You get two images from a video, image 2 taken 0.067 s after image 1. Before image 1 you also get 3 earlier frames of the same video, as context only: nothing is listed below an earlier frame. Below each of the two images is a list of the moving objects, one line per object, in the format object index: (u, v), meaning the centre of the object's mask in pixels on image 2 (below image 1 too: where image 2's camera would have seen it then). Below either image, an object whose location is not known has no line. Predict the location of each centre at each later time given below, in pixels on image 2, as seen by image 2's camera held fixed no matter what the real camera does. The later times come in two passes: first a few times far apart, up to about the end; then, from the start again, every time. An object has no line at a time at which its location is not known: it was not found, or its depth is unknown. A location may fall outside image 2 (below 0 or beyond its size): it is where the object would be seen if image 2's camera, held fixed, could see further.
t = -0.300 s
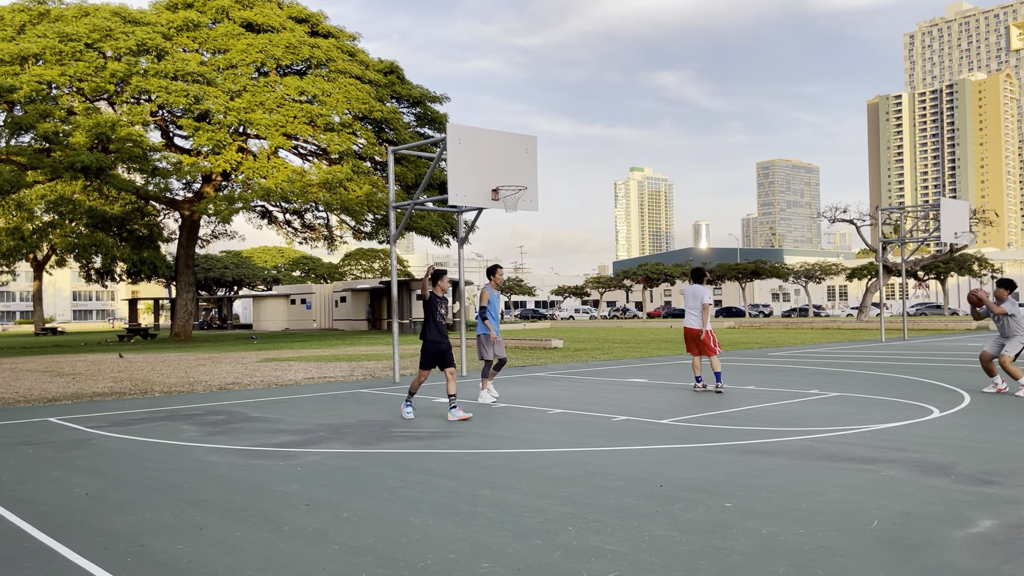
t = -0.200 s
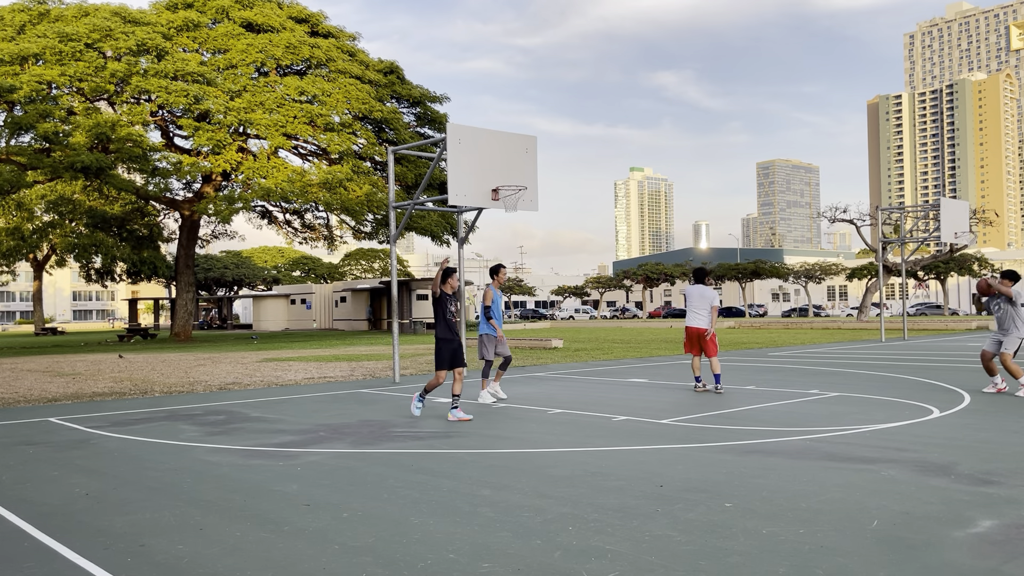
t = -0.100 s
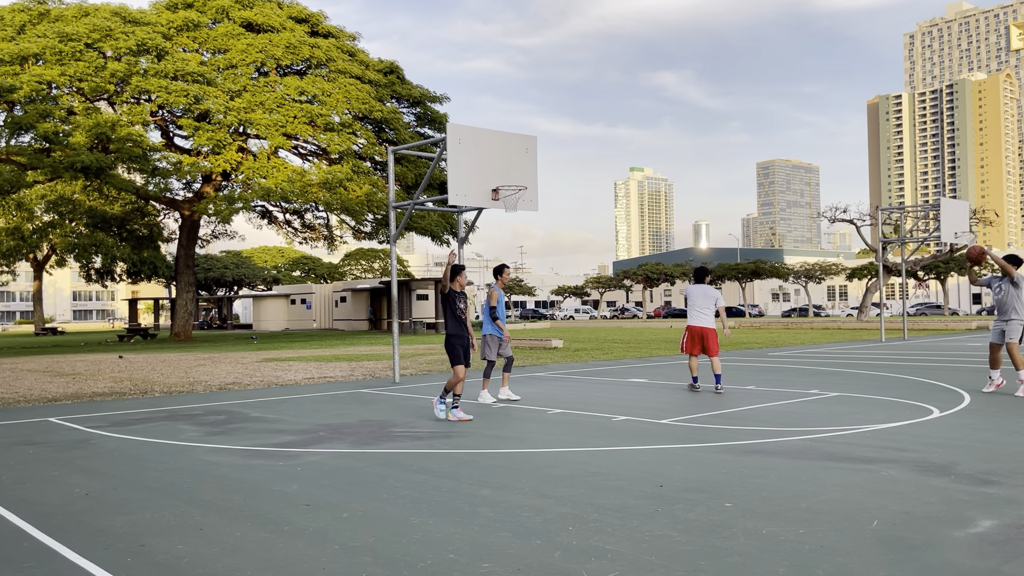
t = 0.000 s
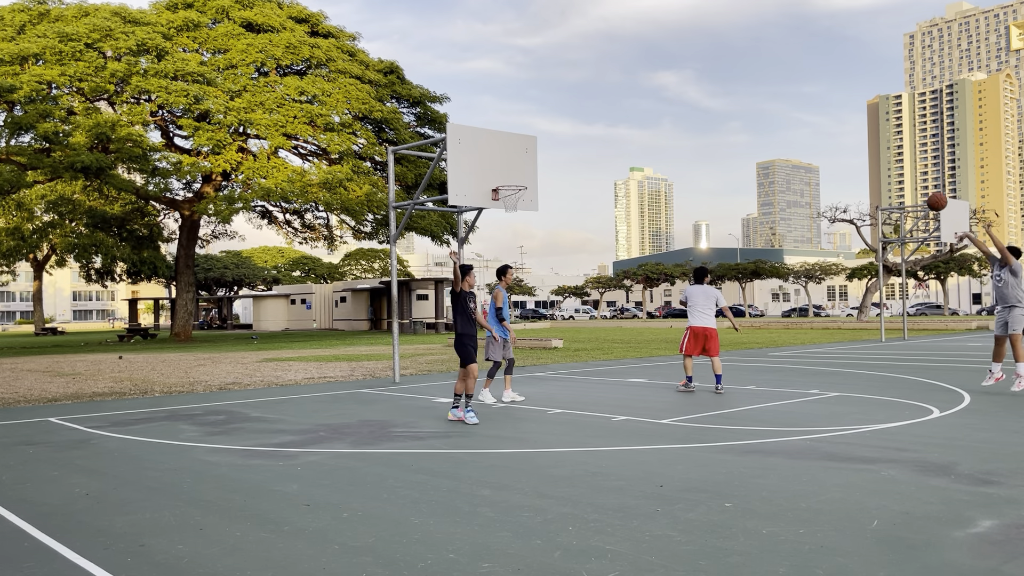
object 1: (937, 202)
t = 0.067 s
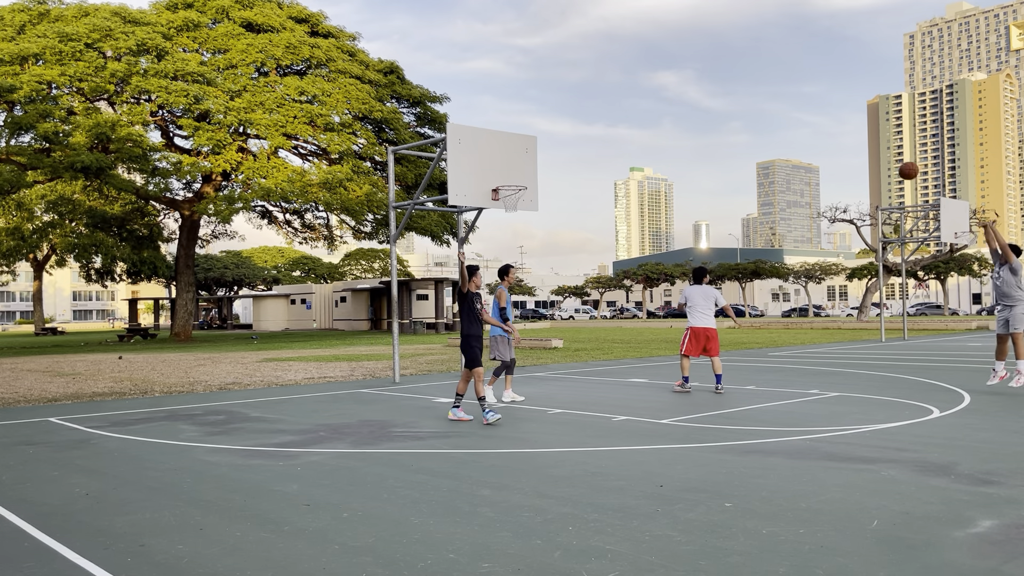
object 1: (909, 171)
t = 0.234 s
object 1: (842, 110)
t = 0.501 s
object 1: (745, 61)
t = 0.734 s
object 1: (670, 61)
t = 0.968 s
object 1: (601, 97)
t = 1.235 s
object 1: (529, 175)
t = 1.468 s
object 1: (501, 145)
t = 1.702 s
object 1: (503, 132)
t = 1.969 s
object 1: (506, 159)
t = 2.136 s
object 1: (508, 200)
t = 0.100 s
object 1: (895, 157)
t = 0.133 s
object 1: (881, 143)
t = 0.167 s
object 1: (868, 132)
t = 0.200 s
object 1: (855, 120)
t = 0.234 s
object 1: (842, 110)
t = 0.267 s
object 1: (829, 101)
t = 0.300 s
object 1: (817, 93)
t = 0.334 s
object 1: (804, 85)
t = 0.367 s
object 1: (792, 79)
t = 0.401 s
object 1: (780, 73)
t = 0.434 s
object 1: (768, 68)
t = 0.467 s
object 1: (757, 64)
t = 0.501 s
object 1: (745, 61)
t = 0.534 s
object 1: (734, 59)
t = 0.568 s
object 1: (723, 58)
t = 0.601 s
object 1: (712, 57)
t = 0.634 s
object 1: (701, 57)
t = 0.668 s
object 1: (691, 58)
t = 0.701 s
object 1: (680, 59)
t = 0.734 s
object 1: (670, 61)
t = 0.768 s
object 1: (660, 64)
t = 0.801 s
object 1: (649, 68)
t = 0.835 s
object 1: (639, 73)
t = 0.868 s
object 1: (629, 78)
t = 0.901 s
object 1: (620, 84)
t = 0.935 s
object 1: (610, 90)
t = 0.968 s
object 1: (601, 97)
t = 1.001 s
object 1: (591, 105)
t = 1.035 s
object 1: (582, 113)
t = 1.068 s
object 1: (573, 122)
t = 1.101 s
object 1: (564, 131)
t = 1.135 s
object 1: (555, 142)
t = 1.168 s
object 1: (546, 152)
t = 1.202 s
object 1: (538, 163)
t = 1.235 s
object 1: (529, 175)
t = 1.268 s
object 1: (524, 180)
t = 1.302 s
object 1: (519, 172)
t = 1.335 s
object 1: (515, 165)
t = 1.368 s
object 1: (511, 159)
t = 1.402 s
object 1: (507, 154)
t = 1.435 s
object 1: (503, 149)
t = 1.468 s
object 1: (501, 145)
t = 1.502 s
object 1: (501, 141)
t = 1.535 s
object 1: (501, 138)
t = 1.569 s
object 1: (502, 135)
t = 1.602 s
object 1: (502, 133)
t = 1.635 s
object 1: (502, 132)
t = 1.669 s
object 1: (502, 132)
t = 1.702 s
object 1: (503, 132)
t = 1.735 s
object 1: (503, 133)
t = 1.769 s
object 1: (503, 134)
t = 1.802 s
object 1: (503, 137)
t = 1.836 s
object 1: (504, 140)
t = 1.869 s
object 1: (504, 143)
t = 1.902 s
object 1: (505, 148)
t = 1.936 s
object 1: (505, 153)
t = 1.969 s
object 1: (506, 159)
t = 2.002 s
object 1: (506, 166)
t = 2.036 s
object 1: (507, 173)
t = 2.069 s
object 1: (507, 181)
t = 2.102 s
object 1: (508, 190)
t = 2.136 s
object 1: (508, 200)
